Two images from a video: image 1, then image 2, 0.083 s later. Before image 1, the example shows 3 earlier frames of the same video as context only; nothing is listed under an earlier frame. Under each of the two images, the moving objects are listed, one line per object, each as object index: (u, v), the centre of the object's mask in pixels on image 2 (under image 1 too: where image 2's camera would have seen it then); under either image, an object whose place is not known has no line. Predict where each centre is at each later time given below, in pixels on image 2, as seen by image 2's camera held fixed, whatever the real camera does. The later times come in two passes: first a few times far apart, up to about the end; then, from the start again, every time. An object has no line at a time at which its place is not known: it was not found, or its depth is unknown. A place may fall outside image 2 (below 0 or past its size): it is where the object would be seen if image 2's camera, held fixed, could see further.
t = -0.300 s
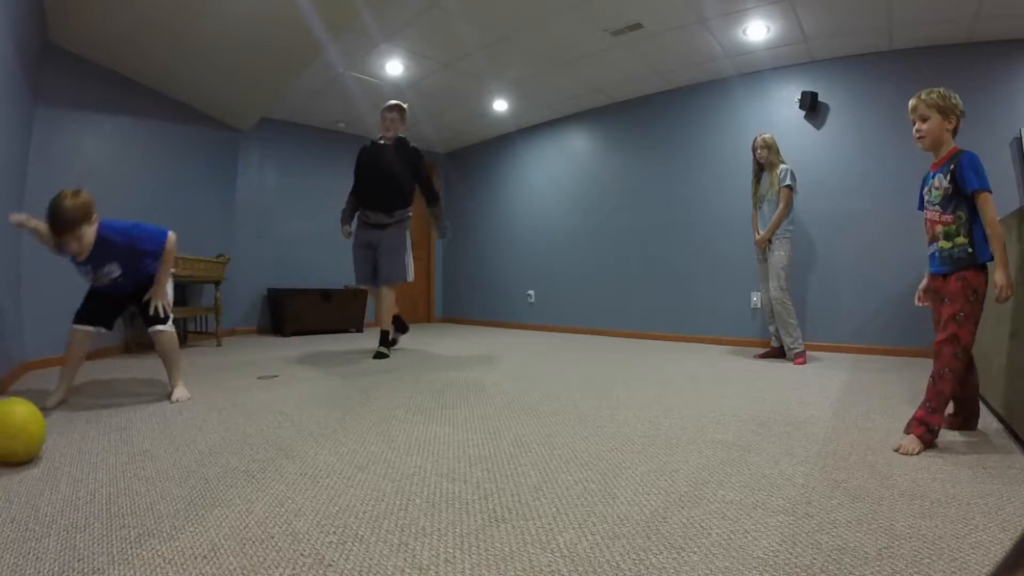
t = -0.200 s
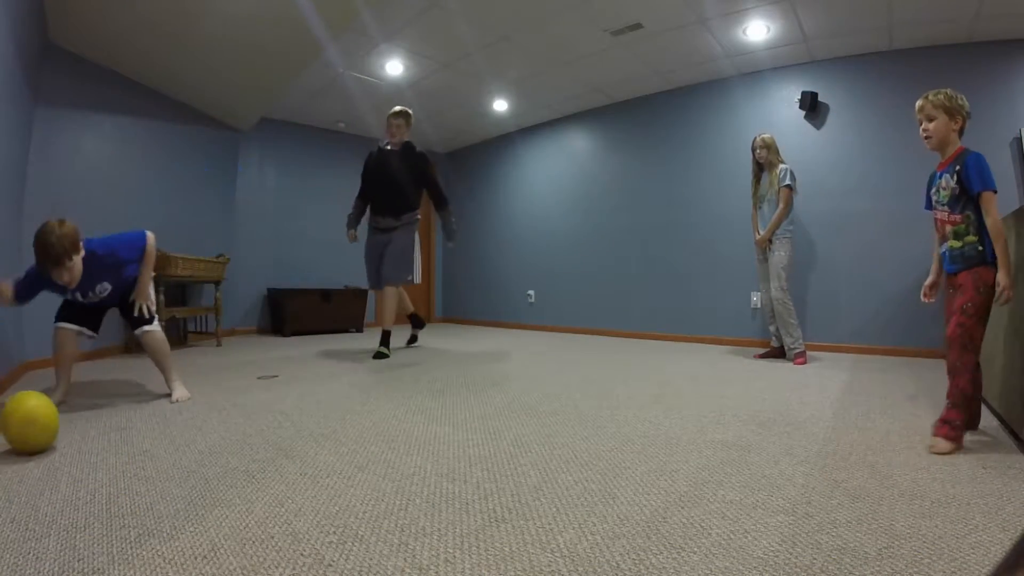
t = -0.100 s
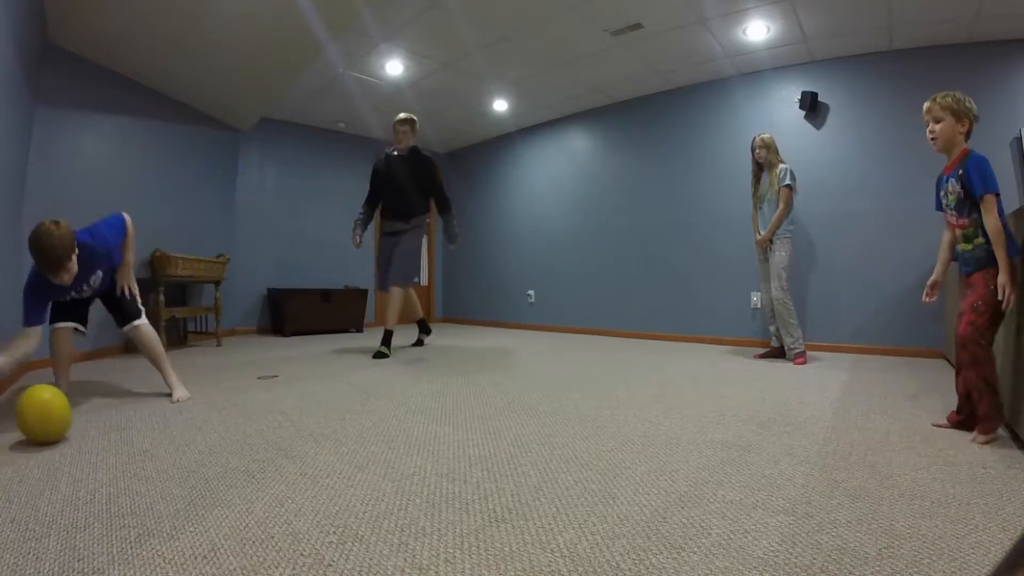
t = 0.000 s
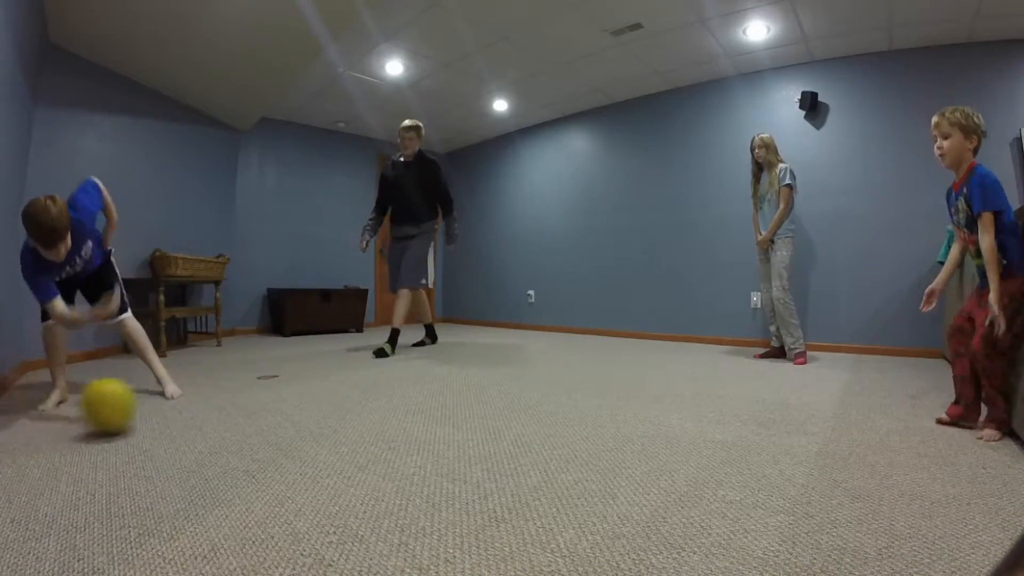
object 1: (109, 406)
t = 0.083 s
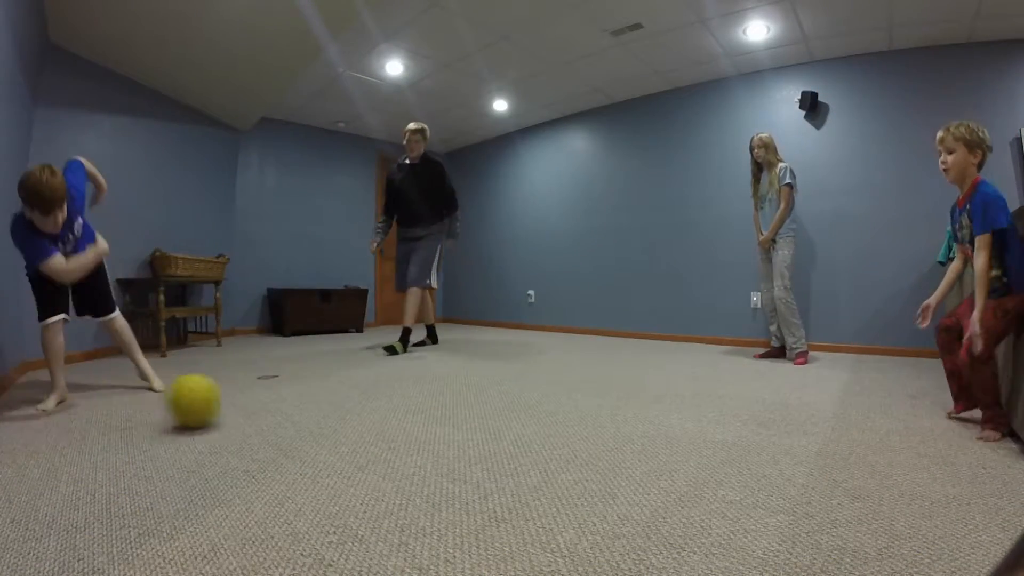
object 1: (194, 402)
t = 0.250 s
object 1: (350, 387)
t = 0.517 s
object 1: (530, 365)
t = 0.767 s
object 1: (632, 350)
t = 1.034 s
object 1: (699, 338)
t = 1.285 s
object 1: (711, 329)
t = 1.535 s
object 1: (701, 338)
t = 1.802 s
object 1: (692, 350)
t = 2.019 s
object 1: (683, 355)
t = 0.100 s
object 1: (210, 400)
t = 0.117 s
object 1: (227, 399)
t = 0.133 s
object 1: (243, 398)
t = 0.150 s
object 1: (260, 397)
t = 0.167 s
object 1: (275, 396)
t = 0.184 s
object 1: (291, 394)
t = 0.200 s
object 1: (306, 393)
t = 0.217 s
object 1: (321, 392)
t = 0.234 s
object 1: (335, 389)
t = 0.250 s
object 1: (350, 387)
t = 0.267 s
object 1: (364, 386)
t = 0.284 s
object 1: (377, 384)
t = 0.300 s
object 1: (391, 383)
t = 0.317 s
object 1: (403, 381)
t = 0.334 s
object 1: (416, 379)
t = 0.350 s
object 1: (428, 378)
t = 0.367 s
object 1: (440, 375)
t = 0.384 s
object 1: (451, 374)
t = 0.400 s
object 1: (462, 372)
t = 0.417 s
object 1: (473, 371)
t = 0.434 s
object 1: (484, 371)
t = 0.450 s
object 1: (494, 369)
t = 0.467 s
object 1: (503, 368)
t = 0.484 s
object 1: (513, 367)
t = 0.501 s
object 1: (521, 366)
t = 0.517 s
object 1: (530, 365)
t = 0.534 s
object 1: (539, 363)
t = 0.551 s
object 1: (547, 362)
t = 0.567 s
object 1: (555, 361)
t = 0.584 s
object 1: (563, 360)
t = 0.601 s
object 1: (570, 359)
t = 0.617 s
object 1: (578, 358)
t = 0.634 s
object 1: (585, 357)
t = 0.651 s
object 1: (591, 356)
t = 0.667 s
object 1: (597, 355)
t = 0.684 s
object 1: (604, 354)
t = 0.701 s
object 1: (610, 354)
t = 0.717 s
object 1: (616, 352)
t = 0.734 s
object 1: (621, 351)
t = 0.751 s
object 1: (627, 351)
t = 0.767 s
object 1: (632, 350)
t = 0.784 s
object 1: (638, 349)
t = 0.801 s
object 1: (643, 348)
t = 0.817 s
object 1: (648, 347)
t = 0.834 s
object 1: (652, 346)
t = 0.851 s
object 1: (657, 345)
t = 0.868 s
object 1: (661, 345)
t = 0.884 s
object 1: (666, 344)
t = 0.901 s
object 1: (670, 343)
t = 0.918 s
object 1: (674, 342)
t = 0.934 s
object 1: (678, 342)
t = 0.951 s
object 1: (682, 341)
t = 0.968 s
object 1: (685, 340)
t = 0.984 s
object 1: (689, 340)
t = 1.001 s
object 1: (693, 339)
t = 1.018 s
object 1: (696, 338)
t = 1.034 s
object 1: (699, 338)
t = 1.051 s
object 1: (702, 337)
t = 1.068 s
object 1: (705, 337)
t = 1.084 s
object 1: (708, 336)
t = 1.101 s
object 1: (712, 335)
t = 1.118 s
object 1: (715, 335)
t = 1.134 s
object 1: (716, 334)
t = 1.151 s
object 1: (716, 333)
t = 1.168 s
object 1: (716, 332)
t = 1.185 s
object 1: (715, 331)
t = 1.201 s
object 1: (714, 330)
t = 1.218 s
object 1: (714, 330)
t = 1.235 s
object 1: (713, 329)
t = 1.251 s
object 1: (712, 328)
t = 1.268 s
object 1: (712, 328)
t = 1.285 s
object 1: (711, 329)
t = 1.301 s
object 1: (711, 330)
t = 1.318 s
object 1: (709, 331)
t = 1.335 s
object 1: (708, 333)
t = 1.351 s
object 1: (707, 336)
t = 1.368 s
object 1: (706, 339)
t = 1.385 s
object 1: (705, 342)
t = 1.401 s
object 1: (704, 343)
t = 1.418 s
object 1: (704, 341)
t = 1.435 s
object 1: (704, 340)
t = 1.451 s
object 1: (703, 338)
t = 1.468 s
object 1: (703, 337)
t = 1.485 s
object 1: (703, 337)
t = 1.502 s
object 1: (702, 337)
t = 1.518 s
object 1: (702, 337)
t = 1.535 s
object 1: (701, 338)
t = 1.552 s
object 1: (701, 339)
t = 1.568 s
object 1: (700, 341)
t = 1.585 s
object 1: (700, 343)
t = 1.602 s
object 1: (699, 345)
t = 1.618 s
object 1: (699, 346)
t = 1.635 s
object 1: (698, 346)
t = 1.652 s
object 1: (698, 345)
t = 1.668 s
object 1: (697, 344)
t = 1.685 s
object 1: (697, 344)
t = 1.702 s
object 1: (696, 343)
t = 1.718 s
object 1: (695, 344)
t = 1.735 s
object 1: (695, 345)
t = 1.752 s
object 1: (694, 346)
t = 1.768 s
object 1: (693, 348)
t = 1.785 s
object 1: (693, 350)
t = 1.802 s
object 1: (692, 350)
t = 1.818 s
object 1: (692, 350)
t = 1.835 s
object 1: (691, 349)
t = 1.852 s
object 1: (690, 349)
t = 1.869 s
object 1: (690, 349)
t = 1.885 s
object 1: (689, 350)
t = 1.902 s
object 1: (688, 351)
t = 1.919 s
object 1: (688, 352)
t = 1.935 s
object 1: (687, 353)
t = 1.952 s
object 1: (686, 353)
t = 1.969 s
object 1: (686, 353)
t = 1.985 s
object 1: (685, 353)
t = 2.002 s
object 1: (684, 354)
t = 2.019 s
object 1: (683, 355)
